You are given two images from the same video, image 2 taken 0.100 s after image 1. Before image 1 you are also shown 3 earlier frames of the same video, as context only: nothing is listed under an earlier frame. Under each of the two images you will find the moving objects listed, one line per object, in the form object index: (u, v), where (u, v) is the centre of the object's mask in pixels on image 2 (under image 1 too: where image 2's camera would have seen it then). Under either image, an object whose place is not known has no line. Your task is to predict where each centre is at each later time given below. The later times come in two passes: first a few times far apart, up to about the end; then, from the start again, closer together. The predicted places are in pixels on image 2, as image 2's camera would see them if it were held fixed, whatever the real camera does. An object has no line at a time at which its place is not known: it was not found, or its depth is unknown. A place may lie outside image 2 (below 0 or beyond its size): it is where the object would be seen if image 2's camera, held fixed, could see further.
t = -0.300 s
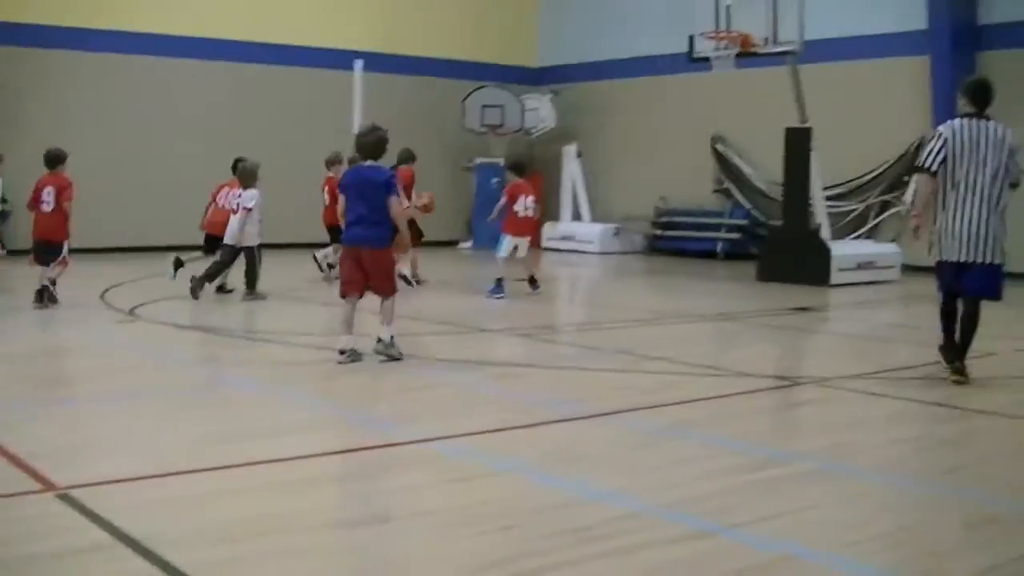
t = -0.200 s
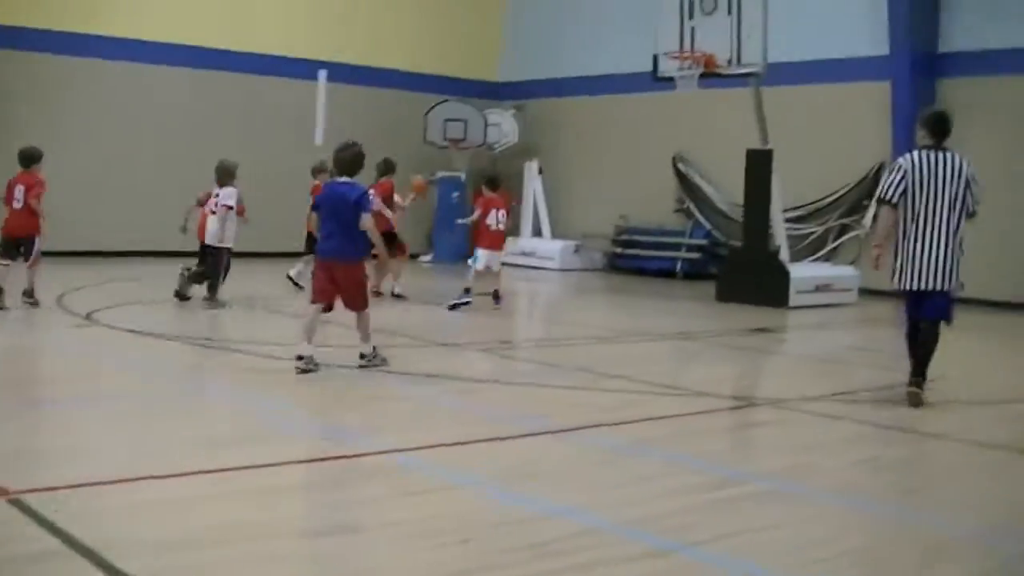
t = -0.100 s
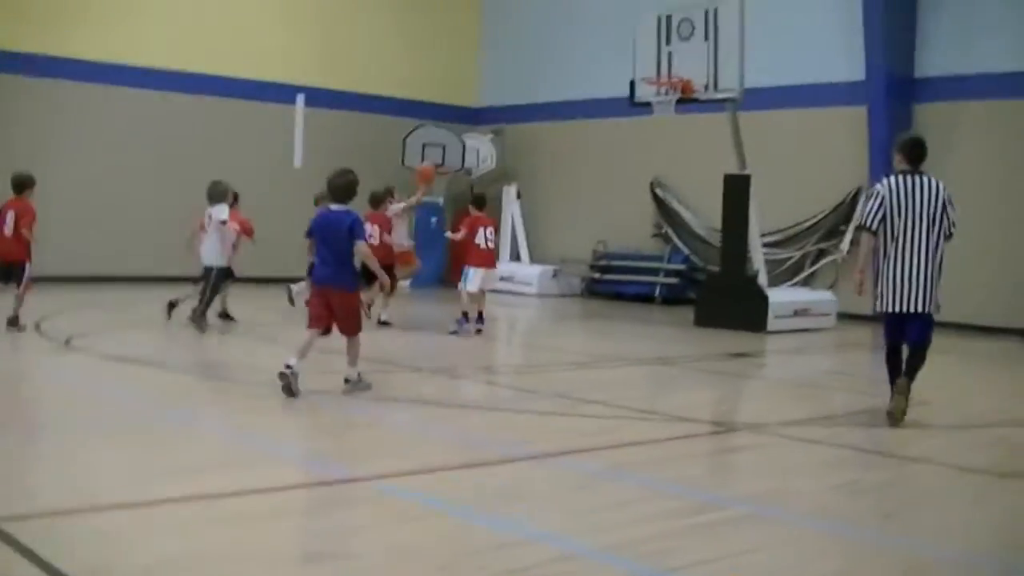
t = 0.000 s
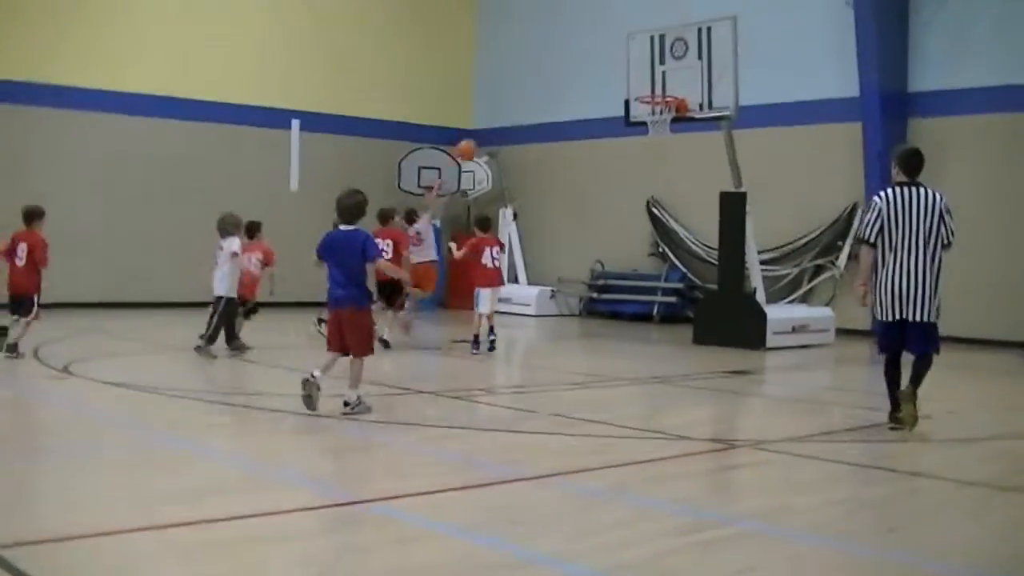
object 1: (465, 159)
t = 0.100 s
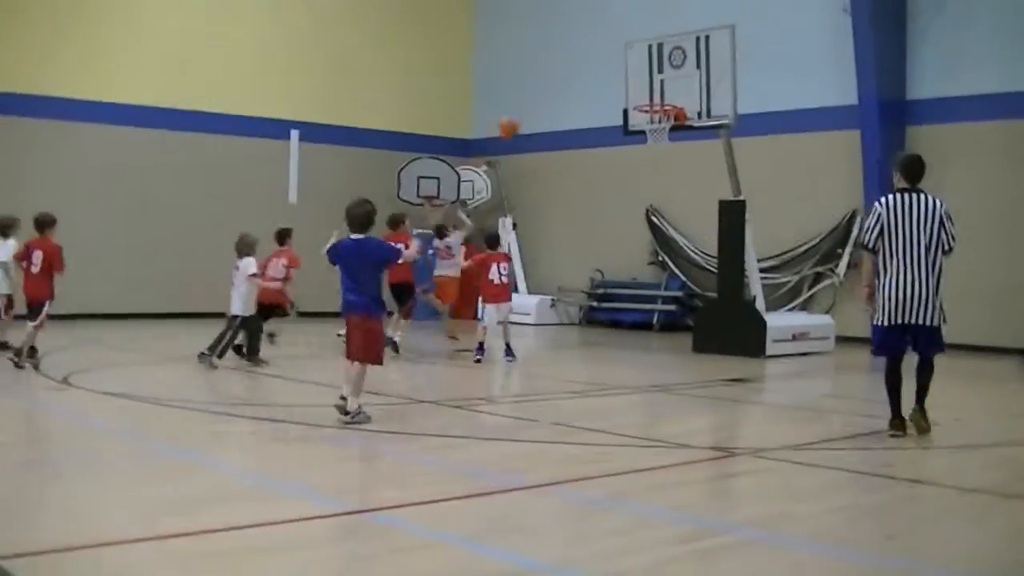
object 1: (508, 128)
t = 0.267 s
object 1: (577, 91)
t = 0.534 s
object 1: (674, 85)
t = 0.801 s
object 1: (633, 77)
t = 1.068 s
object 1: (583, 96)
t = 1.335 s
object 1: (531, 183)
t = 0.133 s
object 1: (521, 117)
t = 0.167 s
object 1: (536, 108)
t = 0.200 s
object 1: (549, 102)
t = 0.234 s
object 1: (563, 96)
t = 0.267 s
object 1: (577, 91)
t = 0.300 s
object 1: (591, 87)
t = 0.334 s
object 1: (603, 84)
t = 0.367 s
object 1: (617, 82)
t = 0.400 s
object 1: (631, 81)
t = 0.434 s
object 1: (644, 81)
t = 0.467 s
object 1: (657, 81)
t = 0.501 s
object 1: (669, 83)
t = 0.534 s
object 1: (674, 85)
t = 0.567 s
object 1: (670, 88)
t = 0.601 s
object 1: (667, 89)
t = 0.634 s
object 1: (664, 95)
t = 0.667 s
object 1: (658, 93)
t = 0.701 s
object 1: (652, 87)
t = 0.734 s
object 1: (646, 83)
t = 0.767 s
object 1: (640, 80)
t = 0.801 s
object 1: (633, 77)
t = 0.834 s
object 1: (627, 76)
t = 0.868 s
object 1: (620, 76)
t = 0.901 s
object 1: (615, 77)
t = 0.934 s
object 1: (608, 79)
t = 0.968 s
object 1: (602, 81)
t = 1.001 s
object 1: (595, 86)
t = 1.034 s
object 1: (589, 91)
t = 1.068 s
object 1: (583, 96)
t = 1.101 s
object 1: (576, 104)
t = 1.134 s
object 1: (569, 112)
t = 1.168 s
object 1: (563, 122)
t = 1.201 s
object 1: (557, 130)
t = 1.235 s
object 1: (549, 142)
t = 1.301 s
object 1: (538, 169)
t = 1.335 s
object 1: (531, 183)
